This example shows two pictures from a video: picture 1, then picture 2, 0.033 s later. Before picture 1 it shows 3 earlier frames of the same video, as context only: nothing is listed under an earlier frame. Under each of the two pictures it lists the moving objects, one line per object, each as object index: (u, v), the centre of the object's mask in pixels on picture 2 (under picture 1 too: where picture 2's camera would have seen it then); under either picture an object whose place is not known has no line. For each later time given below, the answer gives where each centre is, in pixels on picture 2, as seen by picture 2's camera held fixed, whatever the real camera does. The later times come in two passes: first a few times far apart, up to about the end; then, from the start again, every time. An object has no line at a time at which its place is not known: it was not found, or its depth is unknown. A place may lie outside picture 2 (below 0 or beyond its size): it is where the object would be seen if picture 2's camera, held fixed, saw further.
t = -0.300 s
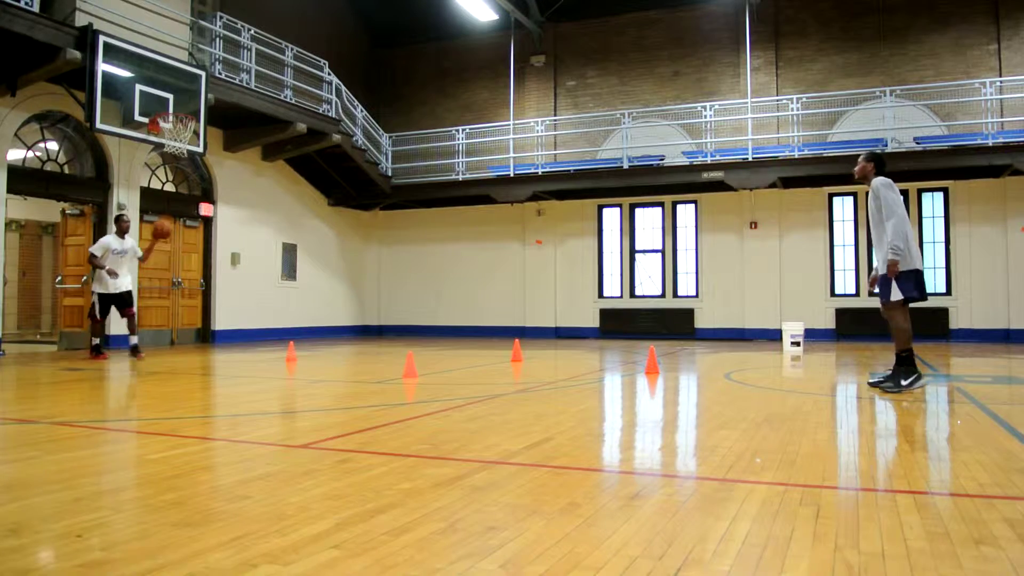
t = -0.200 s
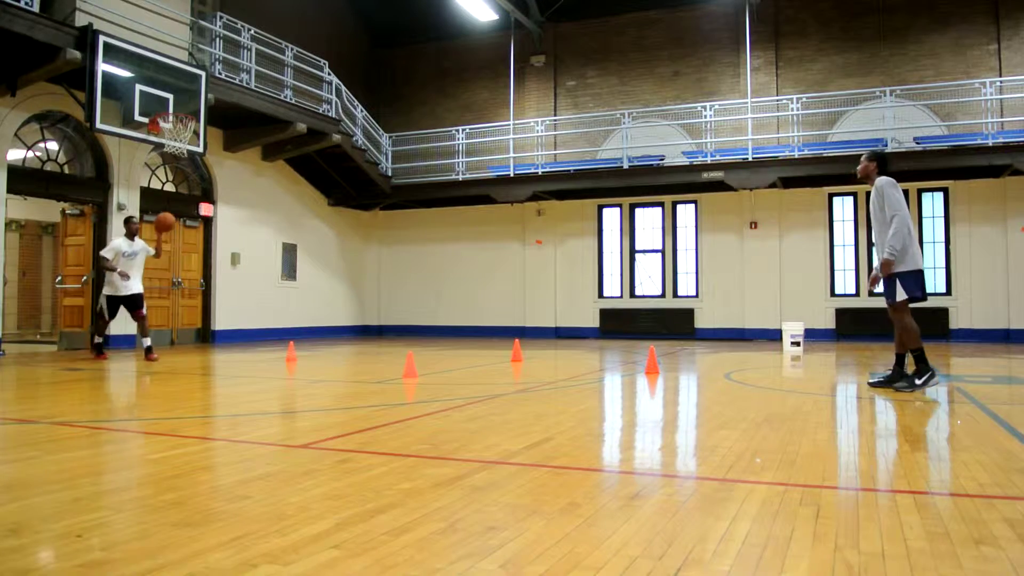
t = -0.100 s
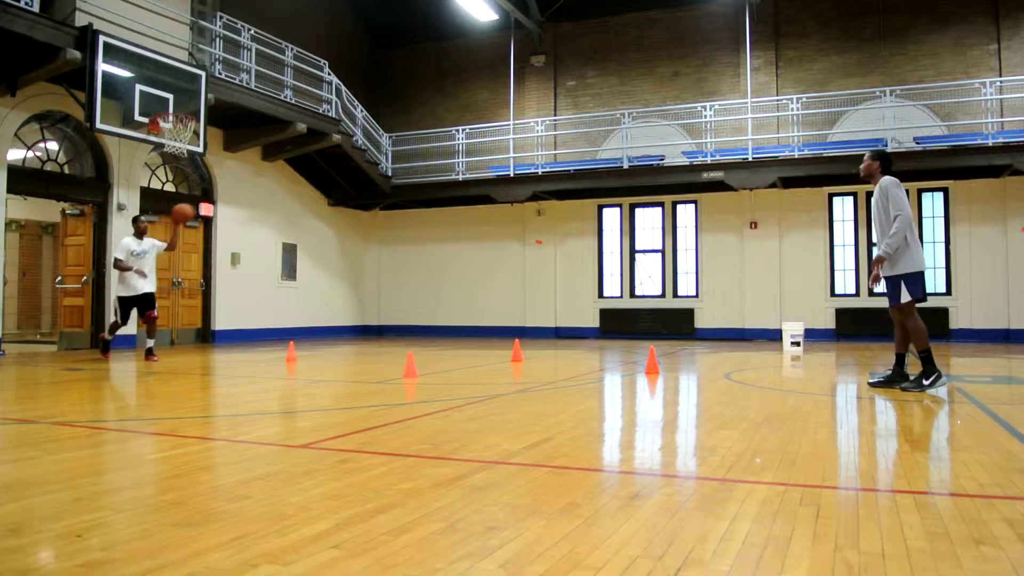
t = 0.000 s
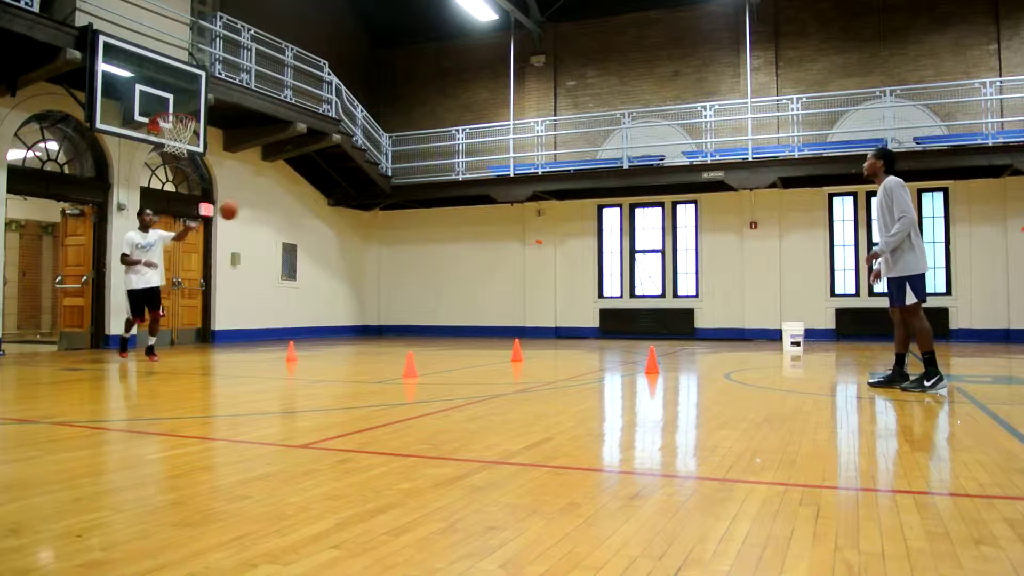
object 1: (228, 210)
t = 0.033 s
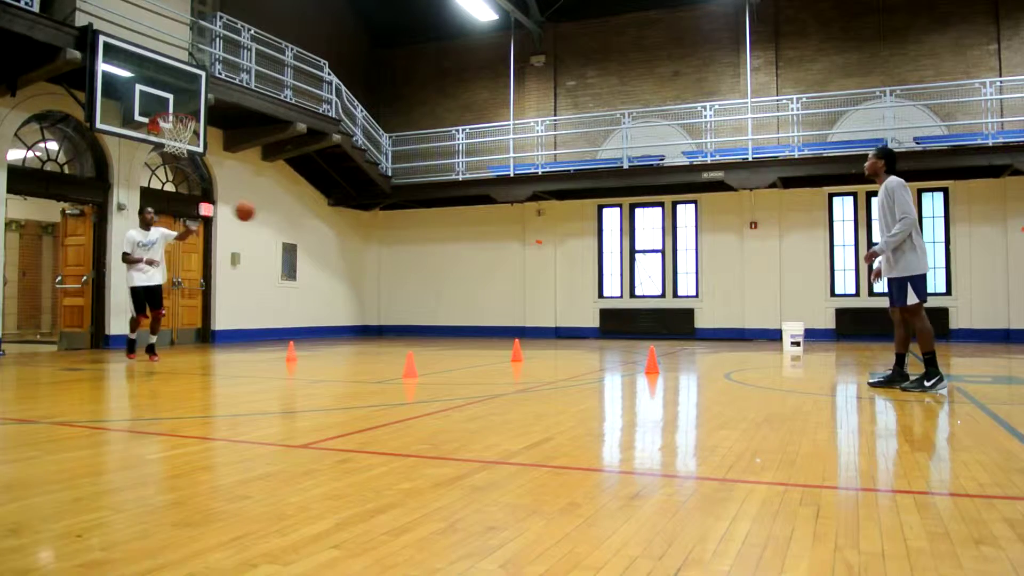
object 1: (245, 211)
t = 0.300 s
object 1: (391, 261)
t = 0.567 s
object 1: (555, 339)
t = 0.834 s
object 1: (658, 251)
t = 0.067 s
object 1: (261, 213)
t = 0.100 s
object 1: (278, 216)
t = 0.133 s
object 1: (295, 222)
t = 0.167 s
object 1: (313, 227)
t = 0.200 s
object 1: (332, 233)
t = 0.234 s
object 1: (351, 240)
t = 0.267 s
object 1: (371, 250)
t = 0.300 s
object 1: (391, 261)
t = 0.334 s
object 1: (412, 274)
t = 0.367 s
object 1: (433, 288)
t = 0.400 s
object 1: (455, 302)
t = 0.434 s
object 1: (477, 320)
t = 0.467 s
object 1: (502, 337)
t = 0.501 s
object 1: (526, 358)
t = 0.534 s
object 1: (542, 356)
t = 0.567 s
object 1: (555, 339)
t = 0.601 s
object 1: (567, 326)
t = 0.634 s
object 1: (579, 311)
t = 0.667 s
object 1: (592, 298)
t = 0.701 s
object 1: (604, 287)
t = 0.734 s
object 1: (619, 276)
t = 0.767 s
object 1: (631, 266)
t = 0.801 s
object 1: (643, 258)
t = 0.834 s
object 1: (658, 251)
